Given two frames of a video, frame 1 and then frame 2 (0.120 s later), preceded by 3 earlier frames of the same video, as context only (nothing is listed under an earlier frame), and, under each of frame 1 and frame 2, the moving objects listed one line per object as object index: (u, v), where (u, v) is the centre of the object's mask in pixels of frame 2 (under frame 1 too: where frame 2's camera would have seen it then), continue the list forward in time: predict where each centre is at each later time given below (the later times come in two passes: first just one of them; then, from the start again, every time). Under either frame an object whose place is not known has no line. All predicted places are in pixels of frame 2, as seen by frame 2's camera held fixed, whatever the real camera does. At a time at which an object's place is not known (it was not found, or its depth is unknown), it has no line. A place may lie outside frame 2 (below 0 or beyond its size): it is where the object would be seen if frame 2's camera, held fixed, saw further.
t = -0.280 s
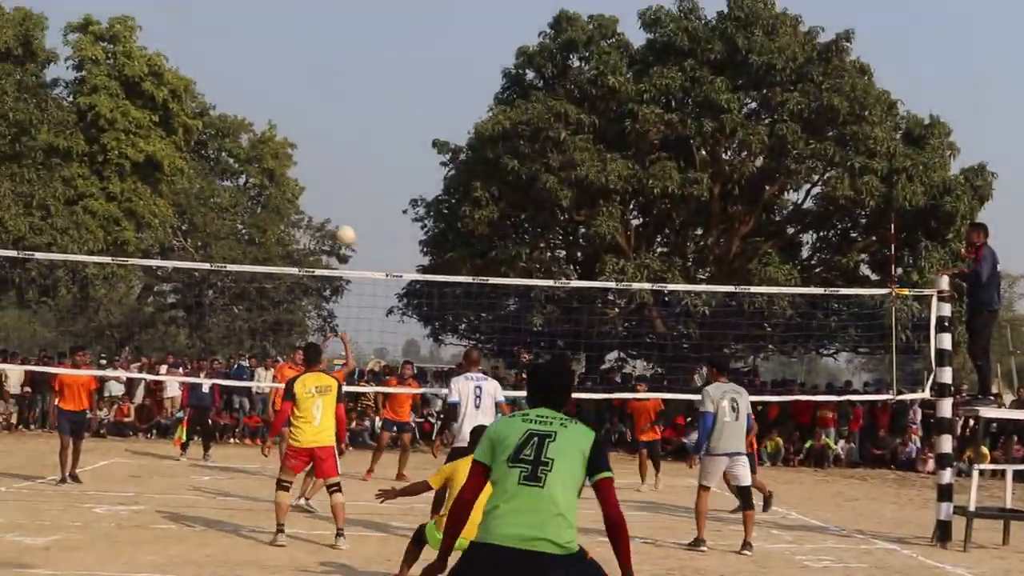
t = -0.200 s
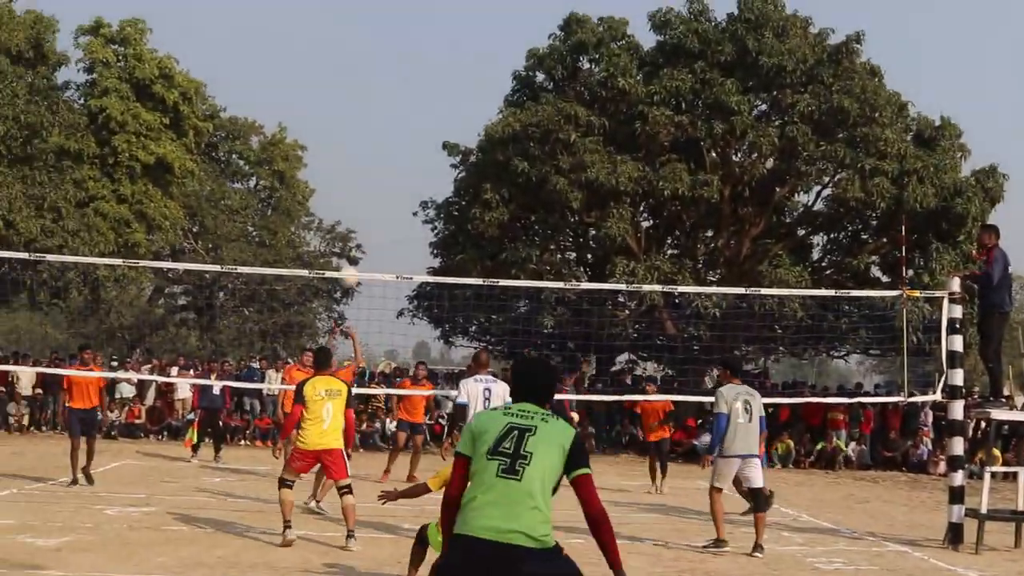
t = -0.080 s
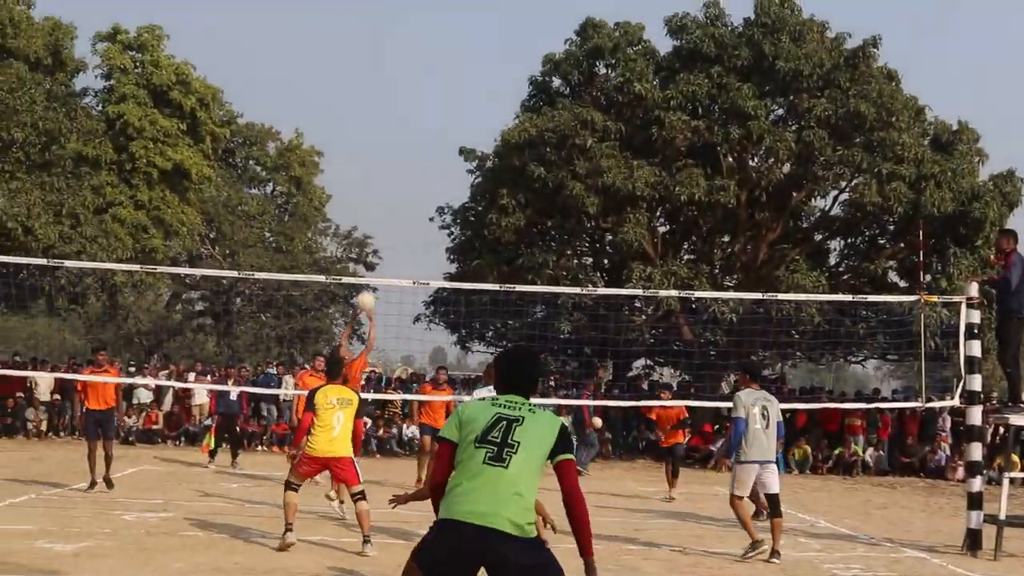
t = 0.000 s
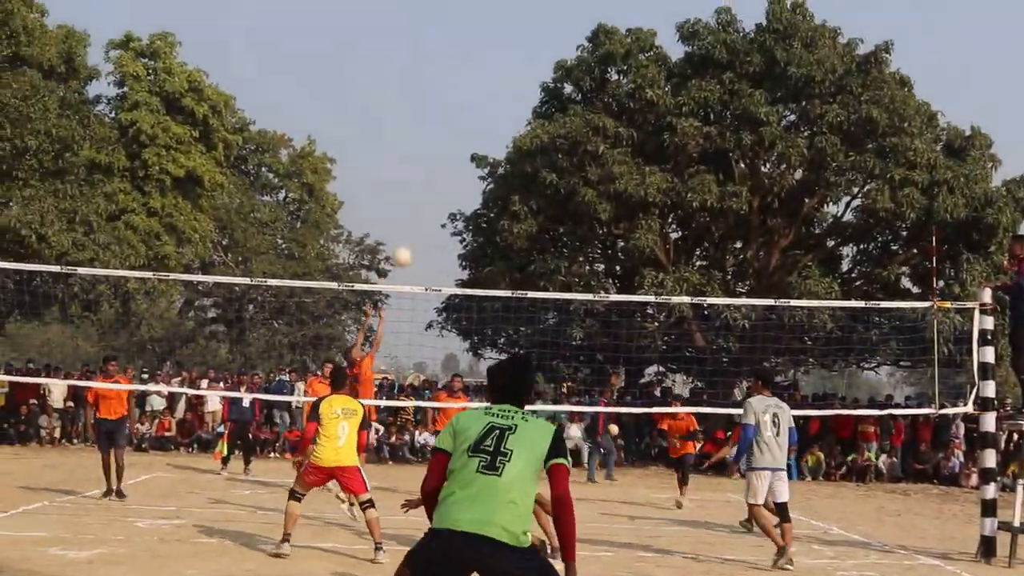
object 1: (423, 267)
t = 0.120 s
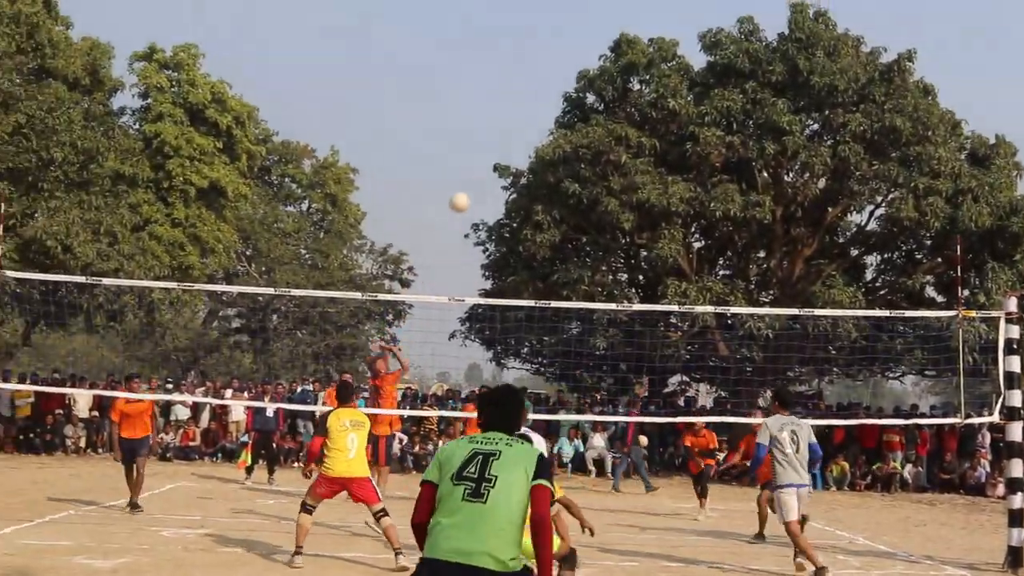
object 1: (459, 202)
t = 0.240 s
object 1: (494, 152)
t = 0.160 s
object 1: (471, 184)
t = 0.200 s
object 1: (483, 168)
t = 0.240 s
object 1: (494, 152)
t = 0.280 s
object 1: (505, 137)
